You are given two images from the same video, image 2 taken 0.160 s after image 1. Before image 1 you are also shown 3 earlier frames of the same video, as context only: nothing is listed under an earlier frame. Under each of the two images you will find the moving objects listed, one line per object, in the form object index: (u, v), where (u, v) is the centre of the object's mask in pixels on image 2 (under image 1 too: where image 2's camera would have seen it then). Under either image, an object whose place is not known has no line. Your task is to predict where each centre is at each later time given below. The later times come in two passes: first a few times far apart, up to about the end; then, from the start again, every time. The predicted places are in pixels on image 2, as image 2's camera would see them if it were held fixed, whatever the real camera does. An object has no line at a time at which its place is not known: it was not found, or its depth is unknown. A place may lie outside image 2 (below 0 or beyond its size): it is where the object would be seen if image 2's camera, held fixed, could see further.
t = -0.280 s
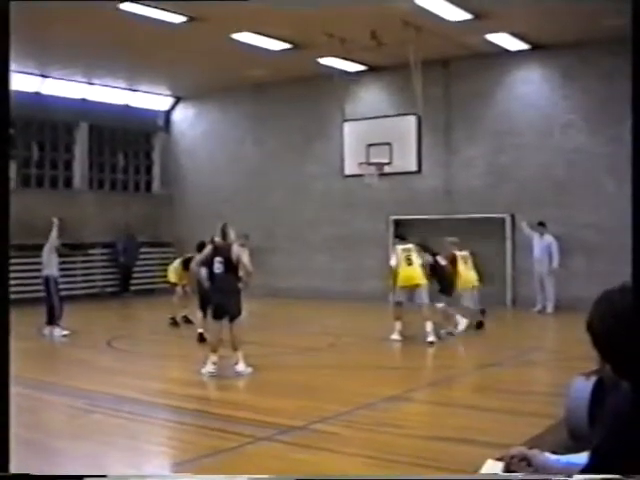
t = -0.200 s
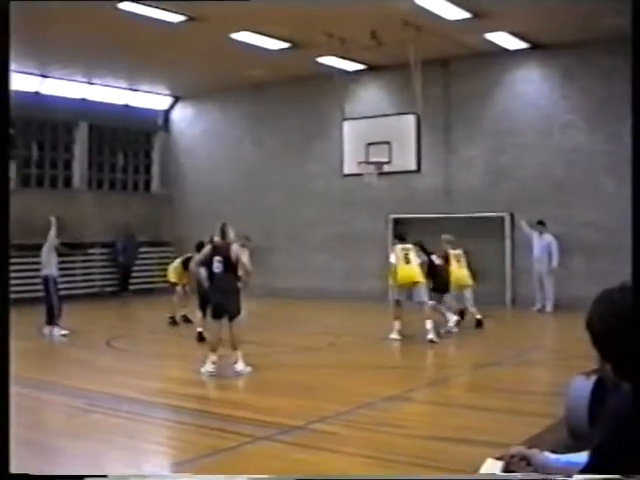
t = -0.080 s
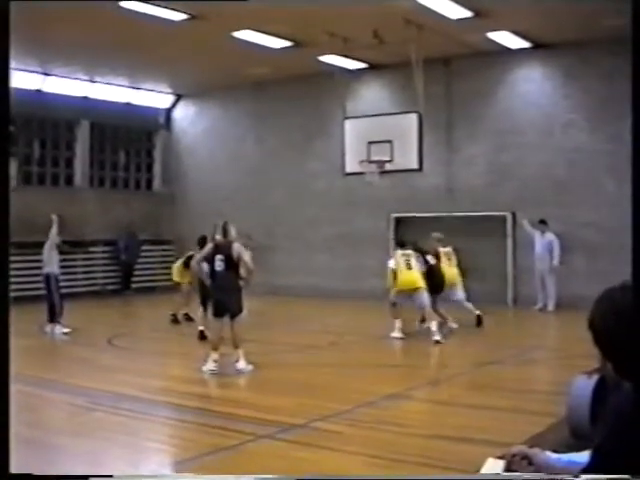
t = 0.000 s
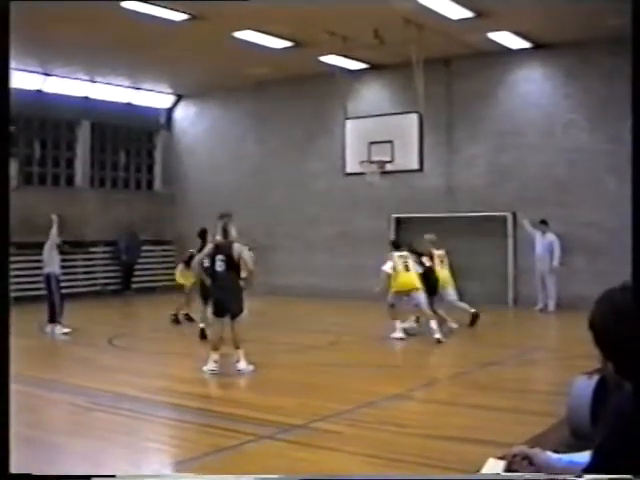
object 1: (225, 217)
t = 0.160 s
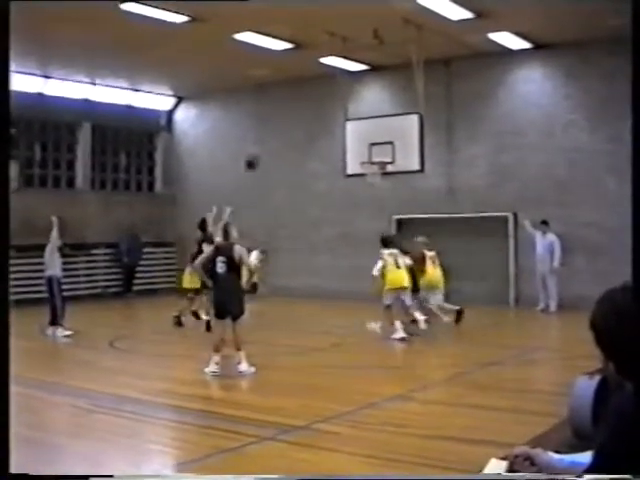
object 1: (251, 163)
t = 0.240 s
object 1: (262, 142)
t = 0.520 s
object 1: (304, 100)
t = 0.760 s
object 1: (335, 101)
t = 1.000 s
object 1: (362, 131)
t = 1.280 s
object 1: (376, 156)
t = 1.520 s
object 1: (365, 149)
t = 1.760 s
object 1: (350, 167)
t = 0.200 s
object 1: (257, 152)
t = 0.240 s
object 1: (262, 142)
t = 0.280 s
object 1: (270, 133)
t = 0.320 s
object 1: (276, 124)
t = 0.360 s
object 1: (282, 118)
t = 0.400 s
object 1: (287, 112)
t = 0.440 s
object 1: (294, 108)
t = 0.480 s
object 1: (299, 103)
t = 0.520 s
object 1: (304, 100)
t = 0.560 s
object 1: (309, 99)
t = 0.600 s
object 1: (315, 97)
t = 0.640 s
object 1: (320, 98)
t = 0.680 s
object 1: (325, 98)
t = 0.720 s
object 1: (329, 99)
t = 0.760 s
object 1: (335, 101)
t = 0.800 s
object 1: (339, 105)
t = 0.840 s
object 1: (344, 108)
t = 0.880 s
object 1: (349, 113)
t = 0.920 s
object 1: (352, 118)
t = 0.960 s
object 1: (357, 124)
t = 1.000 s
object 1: (362, 131)
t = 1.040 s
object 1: (366, 138)
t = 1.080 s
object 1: (370, 147)
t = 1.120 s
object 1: (374, 156)
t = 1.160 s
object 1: (375, 157)
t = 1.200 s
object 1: (375, 157)
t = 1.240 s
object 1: (376, 157)
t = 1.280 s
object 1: (376, 156)
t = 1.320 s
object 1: (376, 152)
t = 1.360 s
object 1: (376, 151)
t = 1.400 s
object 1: (373, 149)
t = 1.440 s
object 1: (371, 148)
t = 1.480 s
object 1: (368, 148)
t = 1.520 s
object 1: (365, 149)
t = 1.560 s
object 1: (363, 149)
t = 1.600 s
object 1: (361, 151)
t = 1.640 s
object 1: (358, 154)
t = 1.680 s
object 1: (356, 157)
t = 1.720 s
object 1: (353, 162)
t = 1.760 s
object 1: (350, 167)
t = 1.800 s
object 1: (348, 172)
